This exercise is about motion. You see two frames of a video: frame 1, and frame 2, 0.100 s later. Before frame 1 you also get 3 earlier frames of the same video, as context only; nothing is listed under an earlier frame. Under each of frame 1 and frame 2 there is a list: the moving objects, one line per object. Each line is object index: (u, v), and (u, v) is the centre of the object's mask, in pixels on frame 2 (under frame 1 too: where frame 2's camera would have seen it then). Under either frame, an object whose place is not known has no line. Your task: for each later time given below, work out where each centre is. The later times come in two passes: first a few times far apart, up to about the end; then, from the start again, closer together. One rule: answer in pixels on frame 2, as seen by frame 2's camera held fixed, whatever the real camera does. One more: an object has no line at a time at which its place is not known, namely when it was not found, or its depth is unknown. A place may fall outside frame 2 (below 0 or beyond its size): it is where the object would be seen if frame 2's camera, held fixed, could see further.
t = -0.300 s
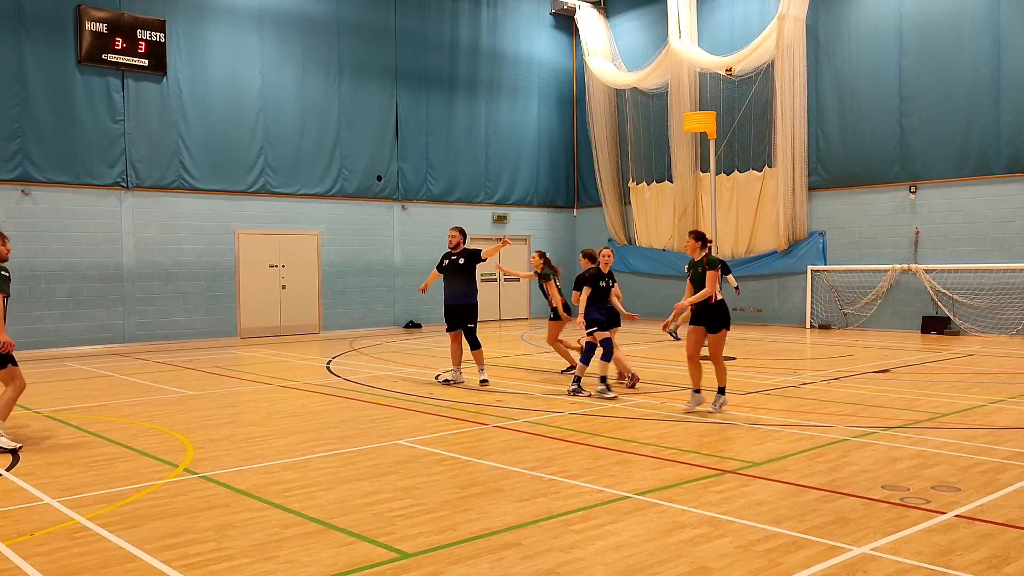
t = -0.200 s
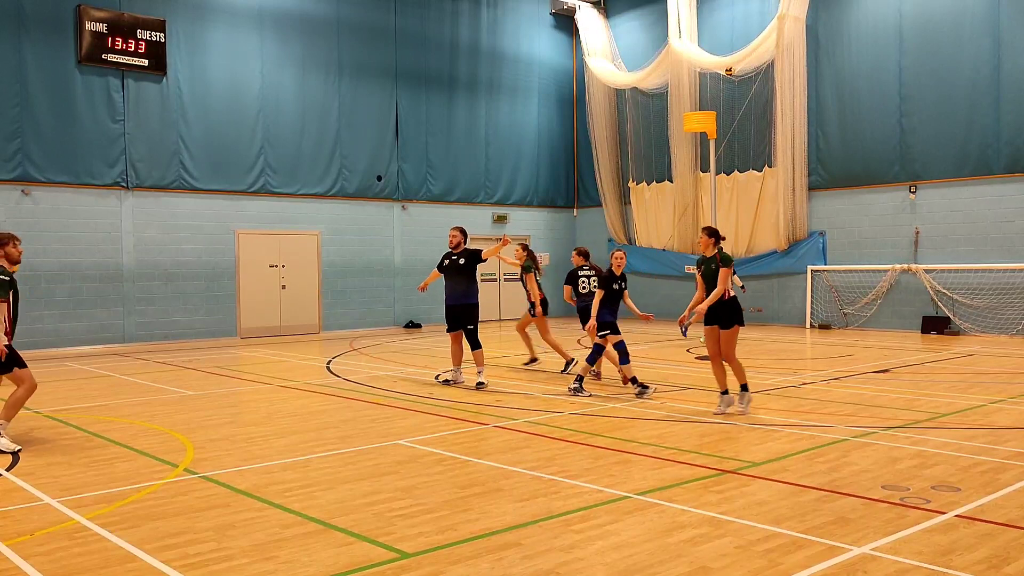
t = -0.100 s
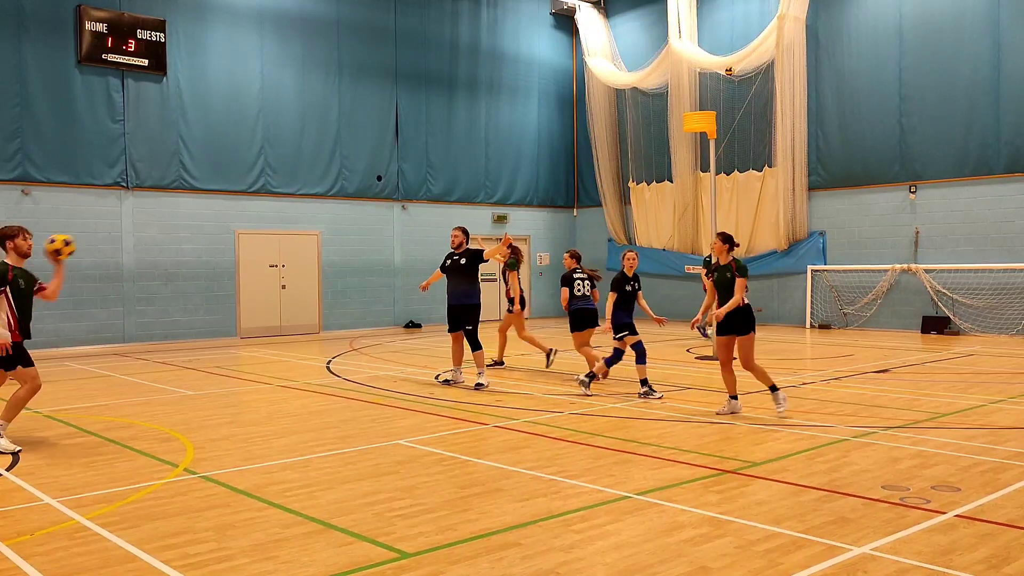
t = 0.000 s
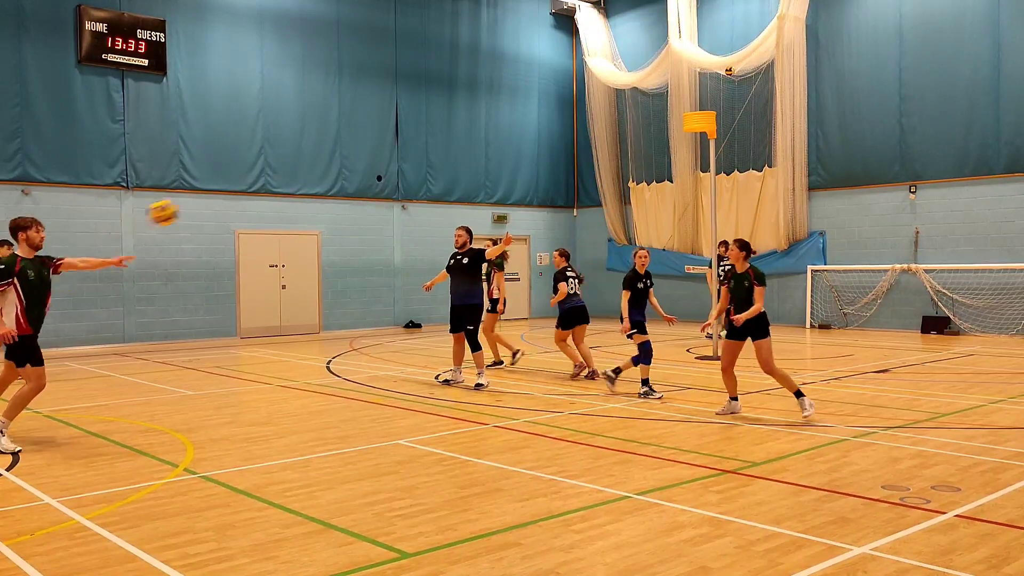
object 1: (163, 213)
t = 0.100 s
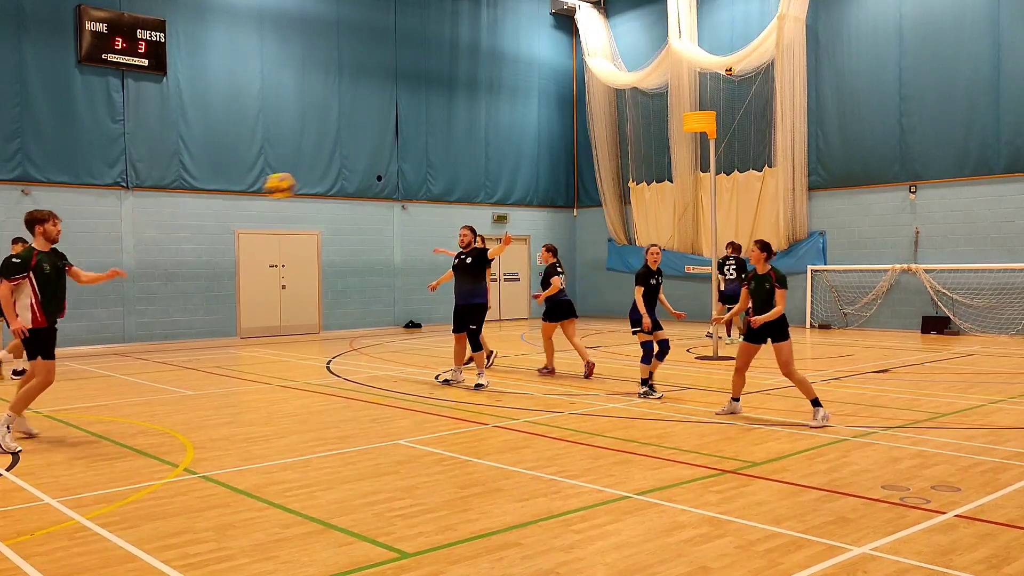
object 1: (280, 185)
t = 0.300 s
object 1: (515, 166)
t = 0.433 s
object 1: (673, 176)
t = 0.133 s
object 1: (319, 180)
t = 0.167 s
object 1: (358, 175)
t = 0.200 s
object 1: (397, 171)
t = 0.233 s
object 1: (436, 168)
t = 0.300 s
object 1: (515, 166)
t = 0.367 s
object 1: (593, 168)
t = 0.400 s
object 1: (634, 171)
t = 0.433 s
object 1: (673, 176)
